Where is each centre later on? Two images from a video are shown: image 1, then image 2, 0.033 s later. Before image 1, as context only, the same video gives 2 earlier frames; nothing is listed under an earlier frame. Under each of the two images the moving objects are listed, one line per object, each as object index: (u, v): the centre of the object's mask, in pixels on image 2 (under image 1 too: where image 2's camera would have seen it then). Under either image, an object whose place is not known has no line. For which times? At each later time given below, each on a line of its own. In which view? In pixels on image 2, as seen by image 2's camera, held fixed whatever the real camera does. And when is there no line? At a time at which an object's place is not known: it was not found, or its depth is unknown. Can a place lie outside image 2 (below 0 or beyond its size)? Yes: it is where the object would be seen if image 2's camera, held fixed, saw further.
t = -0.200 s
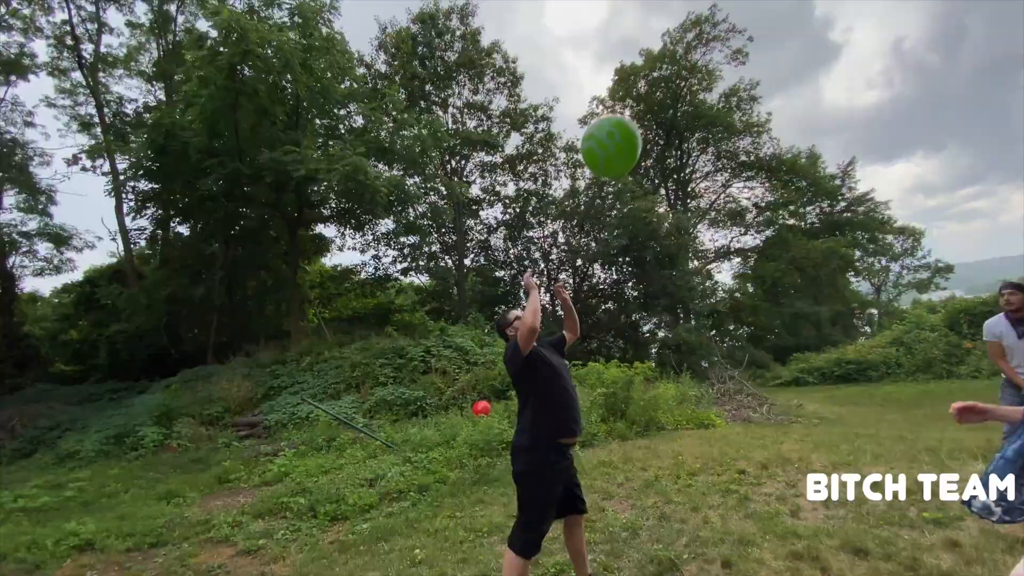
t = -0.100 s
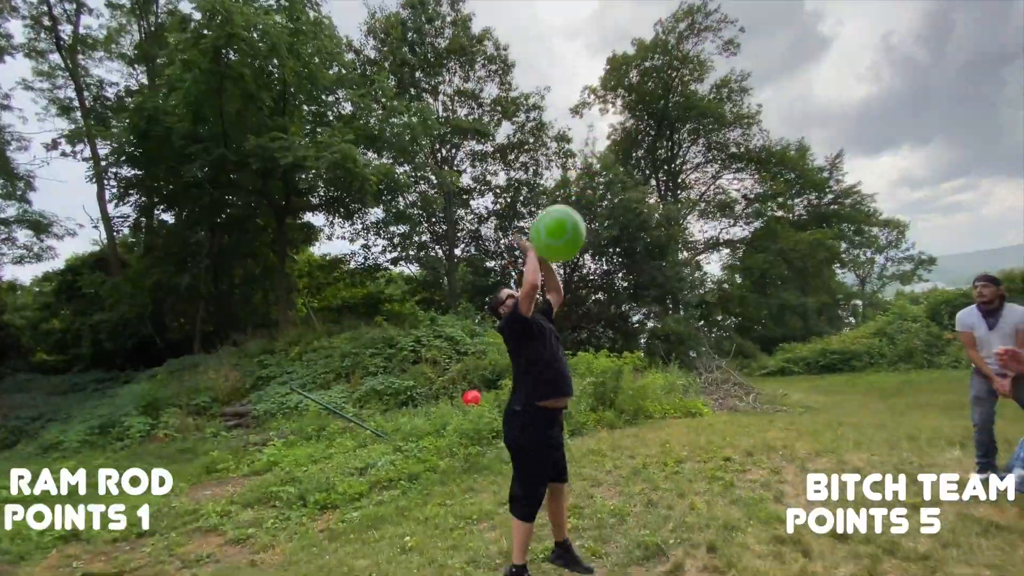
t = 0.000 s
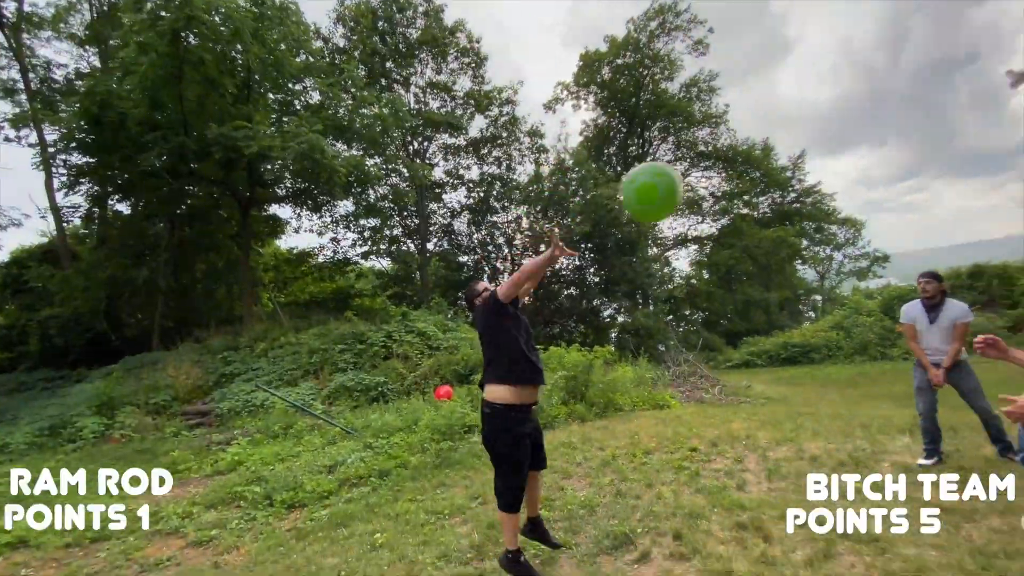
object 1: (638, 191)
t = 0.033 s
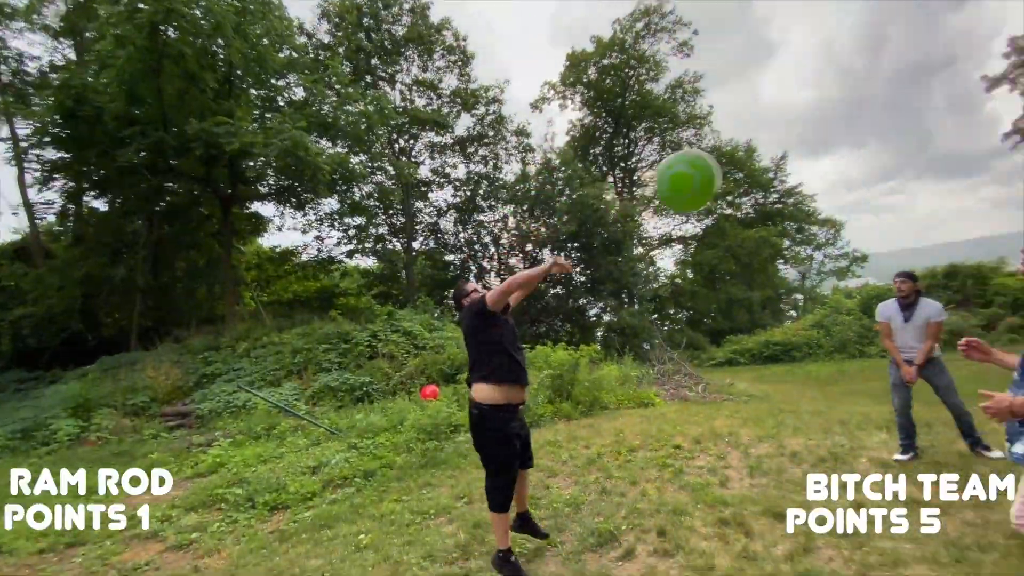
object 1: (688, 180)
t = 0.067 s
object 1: (739, 171)
